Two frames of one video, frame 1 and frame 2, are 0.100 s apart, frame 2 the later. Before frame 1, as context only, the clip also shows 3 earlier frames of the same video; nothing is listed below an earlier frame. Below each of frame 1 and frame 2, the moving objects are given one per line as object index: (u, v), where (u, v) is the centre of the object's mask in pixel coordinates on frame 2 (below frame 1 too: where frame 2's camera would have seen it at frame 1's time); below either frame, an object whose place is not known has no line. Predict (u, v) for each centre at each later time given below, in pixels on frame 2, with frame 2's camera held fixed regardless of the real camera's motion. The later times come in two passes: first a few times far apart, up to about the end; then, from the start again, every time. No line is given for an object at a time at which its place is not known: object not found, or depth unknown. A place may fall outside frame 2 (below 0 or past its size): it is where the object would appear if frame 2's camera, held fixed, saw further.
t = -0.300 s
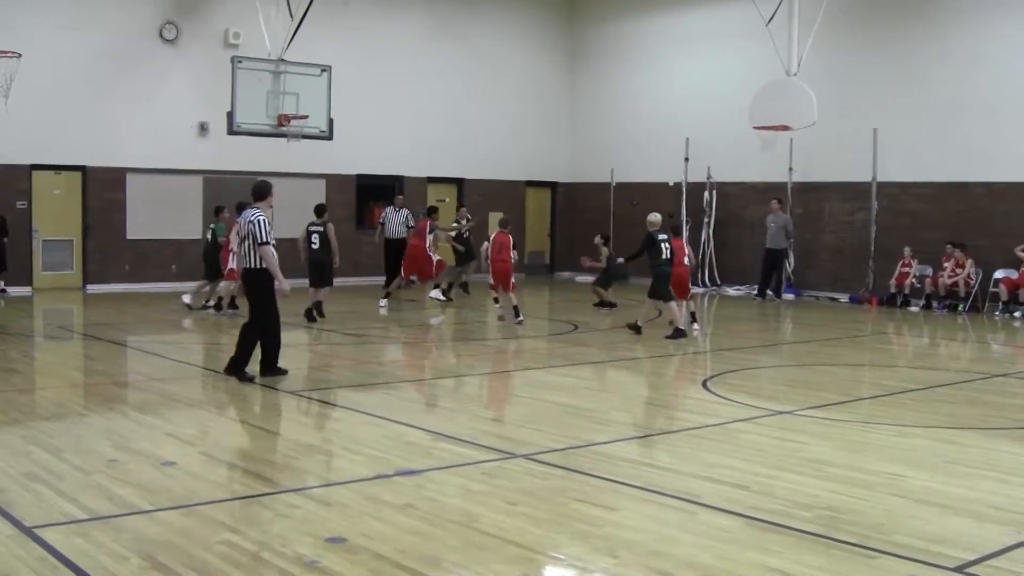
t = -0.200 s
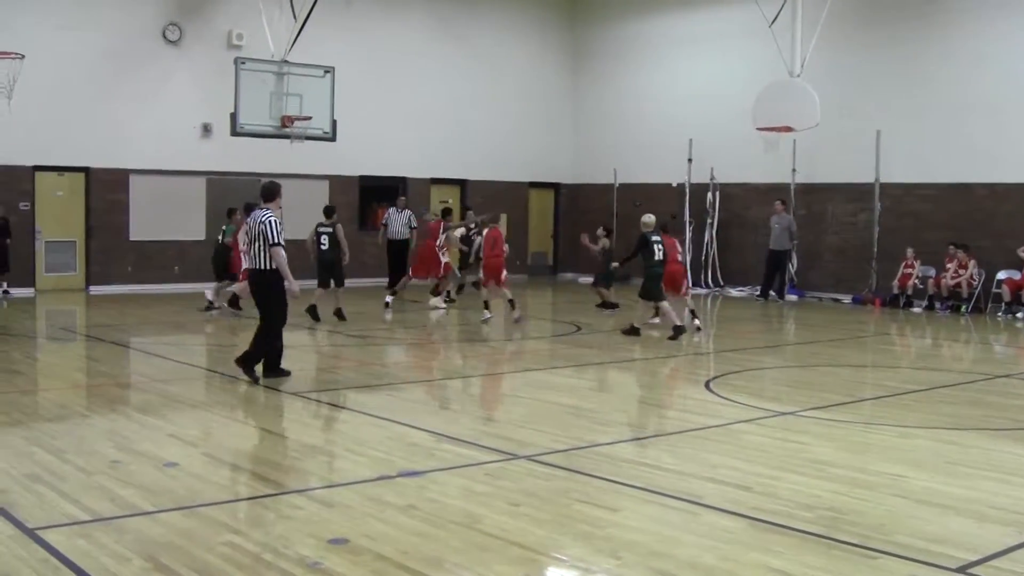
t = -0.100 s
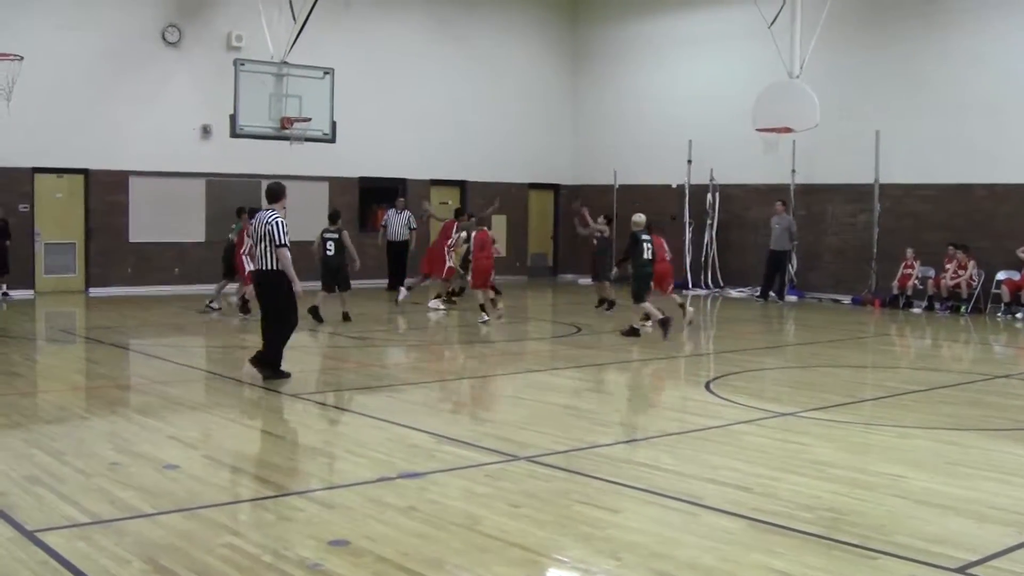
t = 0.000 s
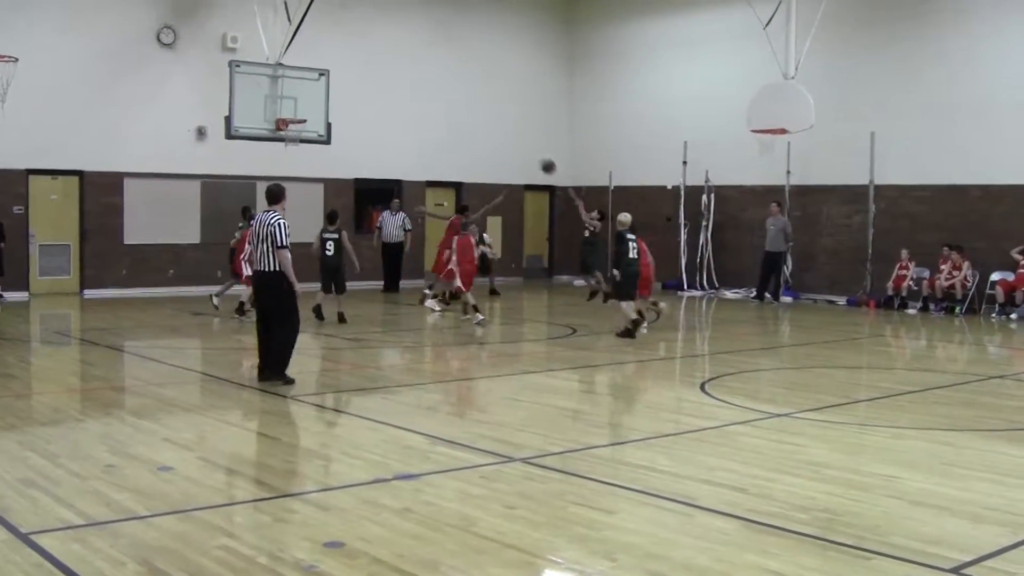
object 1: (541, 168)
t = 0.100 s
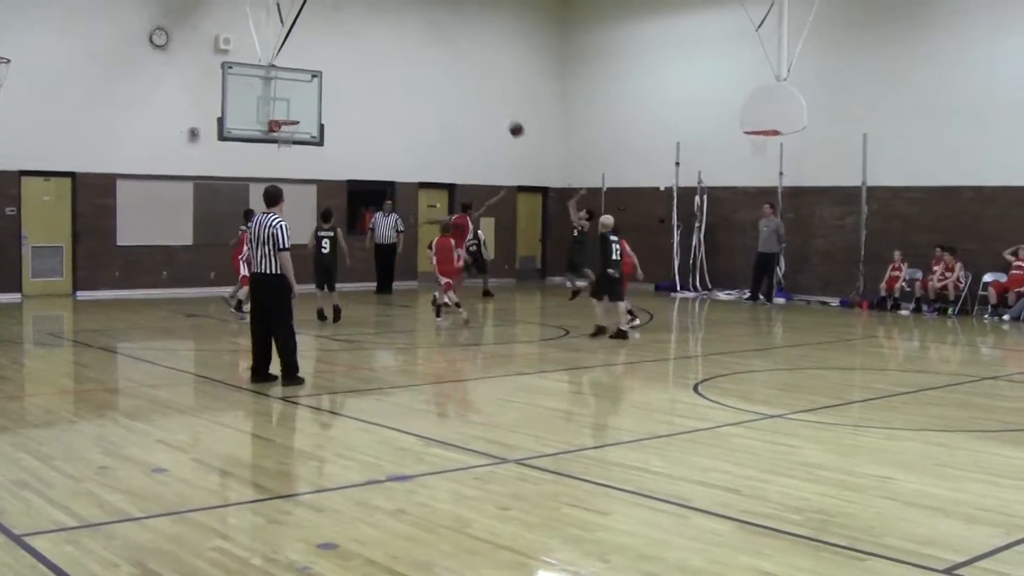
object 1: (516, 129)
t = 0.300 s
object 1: (466, 72)
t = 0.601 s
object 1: (393, 32)
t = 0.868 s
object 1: (330, 42)
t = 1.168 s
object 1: (260, 104)
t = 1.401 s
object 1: (244, 163)
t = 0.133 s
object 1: (508, 118)
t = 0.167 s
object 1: (500, 108)
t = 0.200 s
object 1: (491, 98)
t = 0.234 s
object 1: (483, 89)
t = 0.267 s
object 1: (475, 80)
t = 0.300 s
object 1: (466, 72)
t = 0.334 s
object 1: (459, 65)
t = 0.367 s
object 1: (450, 58)
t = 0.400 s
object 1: (443, 53)
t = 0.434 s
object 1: (434, 48)
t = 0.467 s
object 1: (426, 43)
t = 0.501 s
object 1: (418, 39)
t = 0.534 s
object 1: (409, 36)
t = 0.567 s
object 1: (402, 34)
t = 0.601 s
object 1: (393, 32)
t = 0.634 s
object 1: (386, 31)
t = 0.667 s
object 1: (377, 31)
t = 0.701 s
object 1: (369, 31)
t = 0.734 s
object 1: (361, 32)
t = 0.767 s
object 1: (353, 33)
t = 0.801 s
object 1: (345, 36)
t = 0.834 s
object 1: (337, 38)
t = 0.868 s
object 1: (330, 42)
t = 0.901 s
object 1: (322, 47)
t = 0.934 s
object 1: (314, 52)
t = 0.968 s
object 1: (306, 57)
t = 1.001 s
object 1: (298, 63)
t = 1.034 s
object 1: (291, 70)
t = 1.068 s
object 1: (283, 78)
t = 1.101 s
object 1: (275, 86)
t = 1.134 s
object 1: (267, 95)
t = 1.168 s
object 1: (260, 104)
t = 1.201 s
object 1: (253, 114)
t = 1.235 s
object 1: (252, 120)
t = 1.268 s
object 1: (251, 127)
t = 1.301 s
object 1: (250, 136)
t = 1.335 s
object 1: (248, 145)
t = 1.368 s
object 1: (246, 154)
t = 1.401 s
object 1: (244, 163)
